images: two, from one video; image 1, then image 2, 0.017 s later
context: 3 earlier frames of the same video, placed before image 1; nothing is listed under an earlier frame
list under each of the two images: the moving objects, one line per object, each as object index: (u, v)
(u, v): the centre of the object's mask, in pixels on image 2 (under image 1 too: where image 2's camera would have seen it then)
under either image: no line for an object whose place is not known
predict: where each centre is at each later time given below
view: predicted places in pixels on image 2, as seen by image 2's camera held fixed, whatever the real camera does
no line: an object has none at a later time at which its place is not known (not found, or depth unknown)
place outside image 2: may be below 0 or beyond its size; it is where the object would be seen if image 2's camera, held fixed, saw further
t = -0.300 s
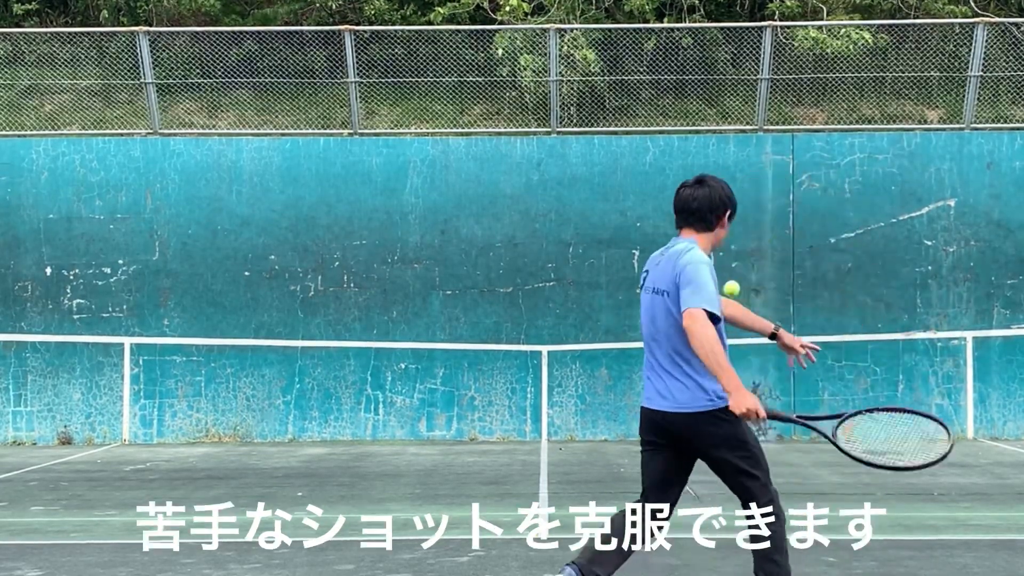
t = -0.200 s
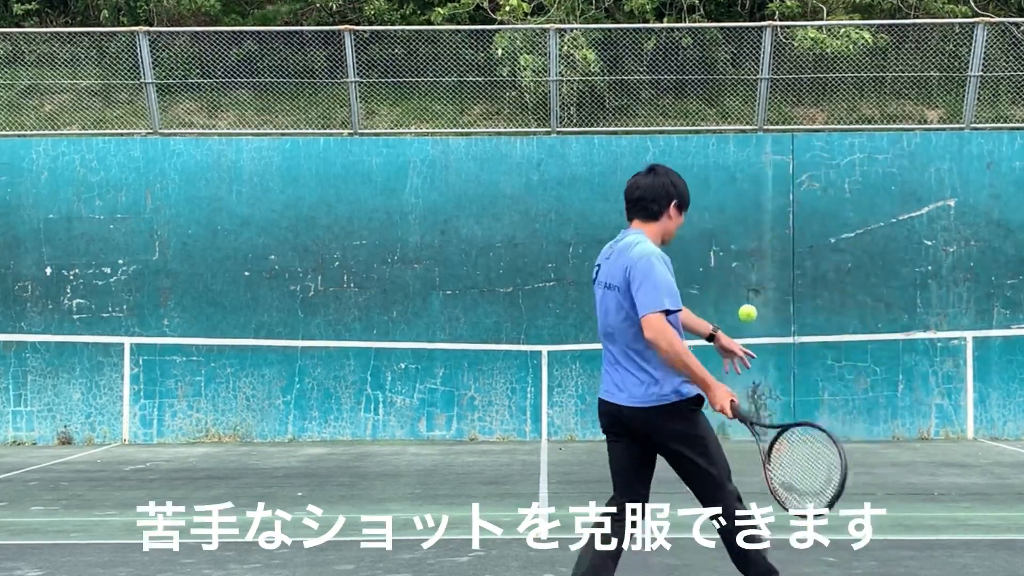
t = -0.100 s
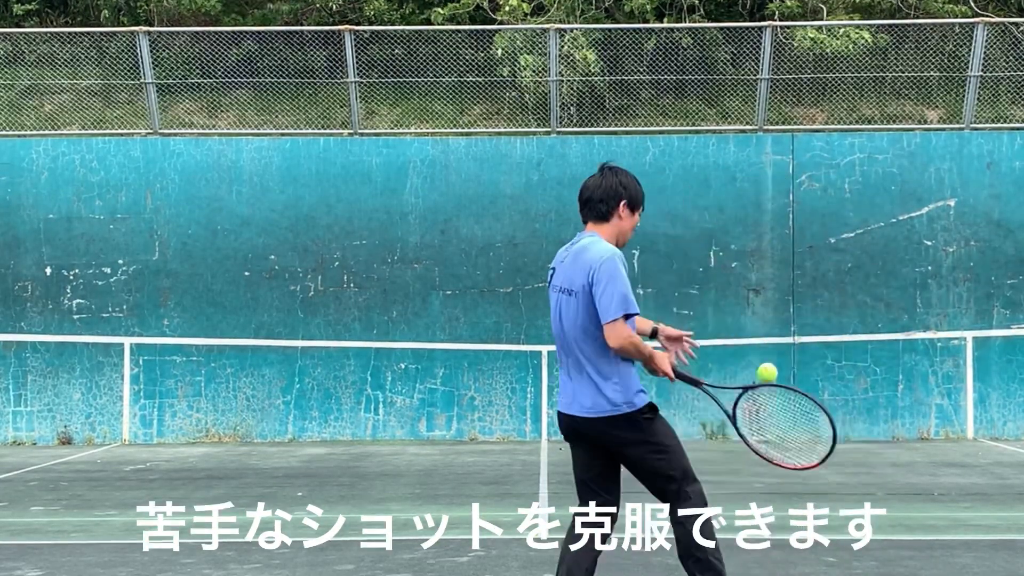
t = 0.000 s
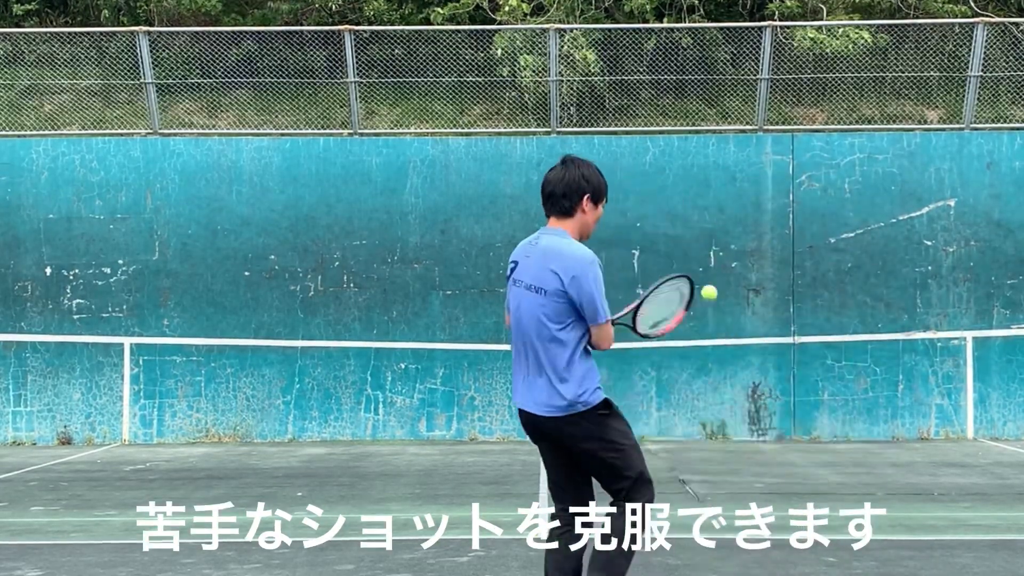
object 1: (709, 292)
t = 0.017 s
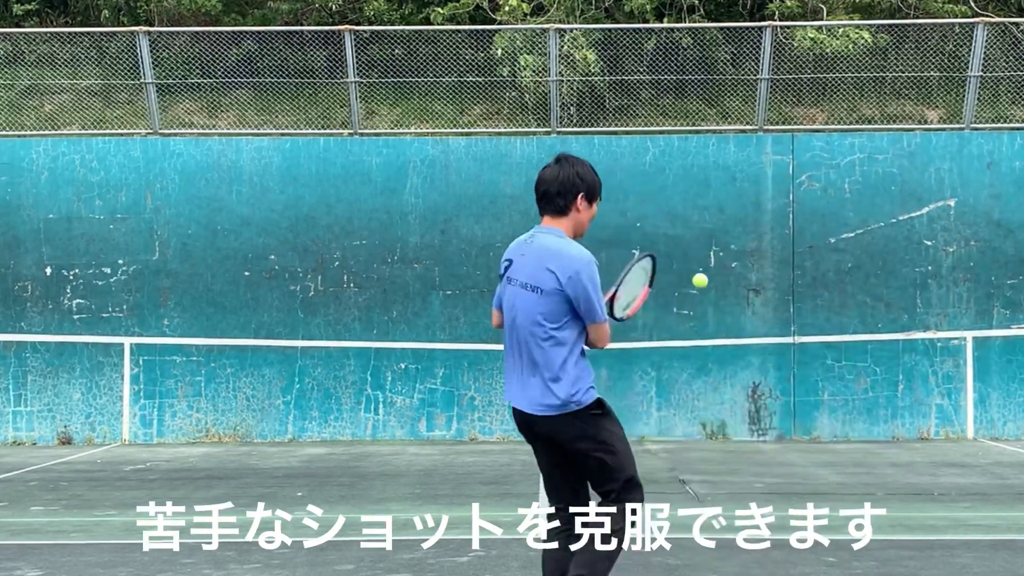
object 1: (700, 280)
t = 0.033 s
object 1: (692, 270)
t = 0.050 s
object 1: (684, 261)
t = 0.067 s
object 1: (677, 253)
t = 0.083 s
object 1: (671, 246)
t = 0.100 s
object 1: (665, 240)
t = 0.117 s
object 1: (660, 236)
